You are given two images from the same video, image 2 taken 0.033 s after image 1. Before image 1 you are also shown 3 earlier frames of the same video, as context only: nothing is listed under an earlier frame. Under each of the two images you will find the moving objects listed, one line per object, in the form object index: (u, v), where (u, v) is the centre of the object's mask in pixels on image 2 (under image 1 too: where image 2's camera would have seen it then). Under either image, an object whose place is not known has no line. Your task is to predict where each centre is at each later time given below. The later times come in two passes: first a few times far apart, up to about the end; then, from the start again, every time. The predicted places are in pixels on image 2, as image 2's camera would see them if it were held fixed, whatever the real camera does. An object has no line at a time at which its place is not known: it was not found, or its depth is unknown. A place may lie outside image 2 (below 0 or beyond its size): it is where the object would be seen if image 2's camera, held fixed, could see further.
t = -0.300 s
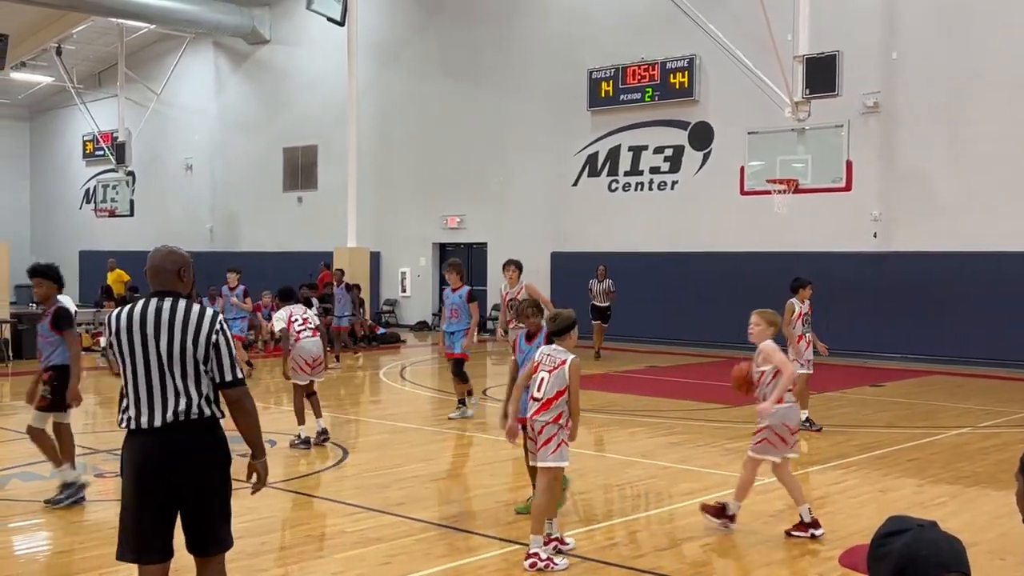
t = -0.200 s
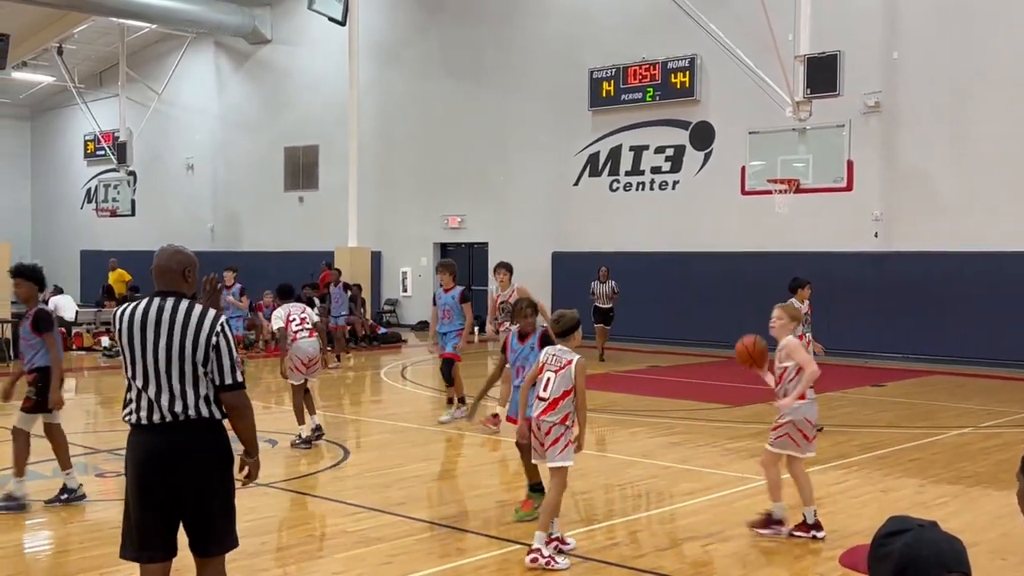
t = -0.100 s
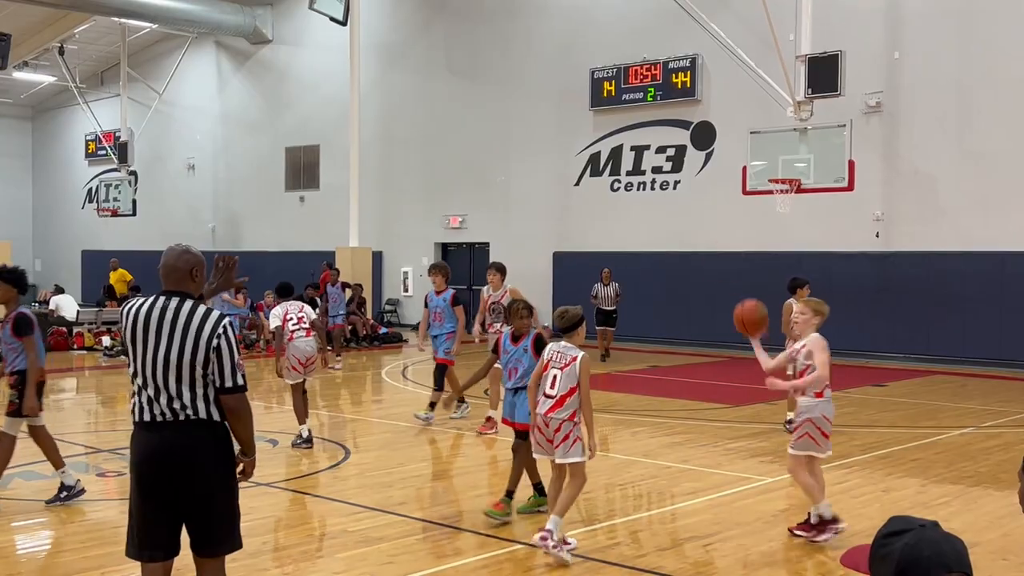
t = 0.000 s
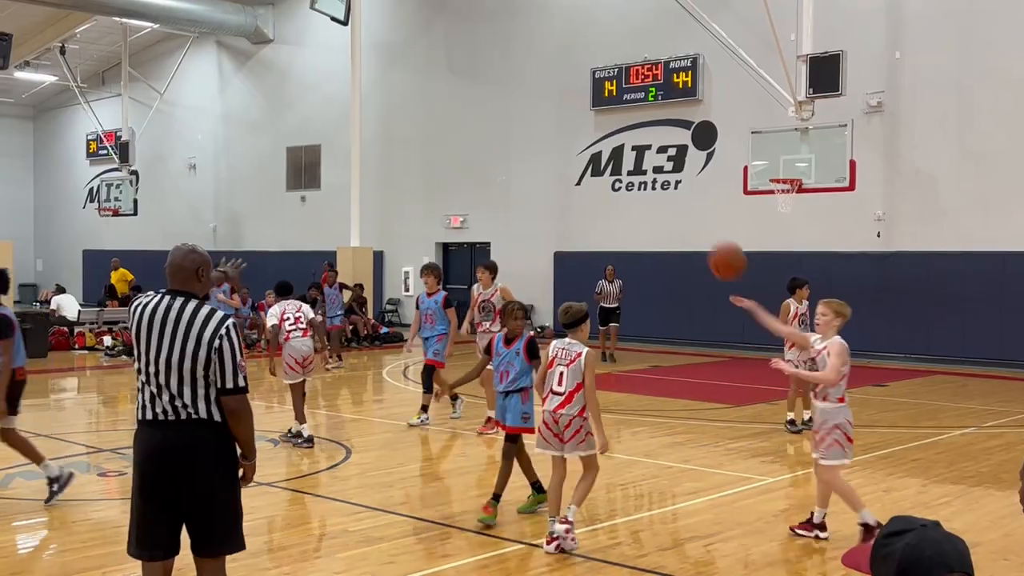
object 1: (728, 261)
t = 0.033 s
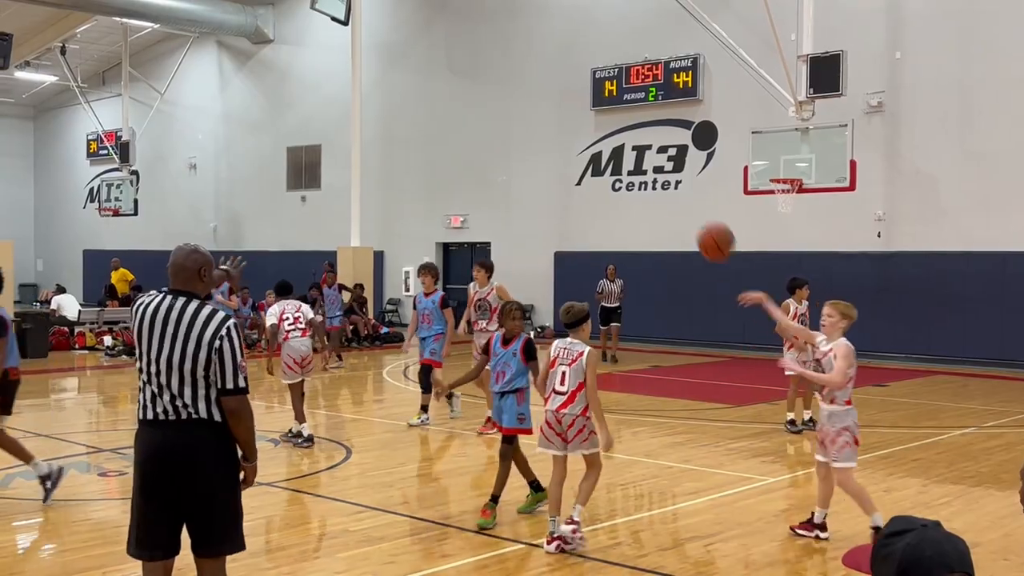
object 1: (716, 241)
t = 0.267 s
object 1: (628, 146)
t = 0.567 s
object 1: (485, 145)
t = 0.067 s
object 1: (704, 223)
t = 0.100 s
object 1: (692, 207)
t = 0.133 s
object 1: (680, 192)
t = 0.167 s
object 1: (667, 178)
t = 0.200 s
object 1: (653, 165)
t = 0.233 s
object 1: (640, 155)
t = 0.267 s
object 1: (628, 146)
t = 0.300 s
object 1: (612, 138)
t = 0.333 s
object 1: (598, 132)
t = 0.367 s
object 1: (583, 128)
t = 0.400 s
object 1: (568, 126)
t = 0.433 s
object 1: (552, 125)
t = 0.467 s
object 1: (536, 127)
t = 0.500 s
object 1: (519, 131)
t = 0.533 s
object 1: (503, 137)
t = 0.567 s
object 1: (485, 145)
